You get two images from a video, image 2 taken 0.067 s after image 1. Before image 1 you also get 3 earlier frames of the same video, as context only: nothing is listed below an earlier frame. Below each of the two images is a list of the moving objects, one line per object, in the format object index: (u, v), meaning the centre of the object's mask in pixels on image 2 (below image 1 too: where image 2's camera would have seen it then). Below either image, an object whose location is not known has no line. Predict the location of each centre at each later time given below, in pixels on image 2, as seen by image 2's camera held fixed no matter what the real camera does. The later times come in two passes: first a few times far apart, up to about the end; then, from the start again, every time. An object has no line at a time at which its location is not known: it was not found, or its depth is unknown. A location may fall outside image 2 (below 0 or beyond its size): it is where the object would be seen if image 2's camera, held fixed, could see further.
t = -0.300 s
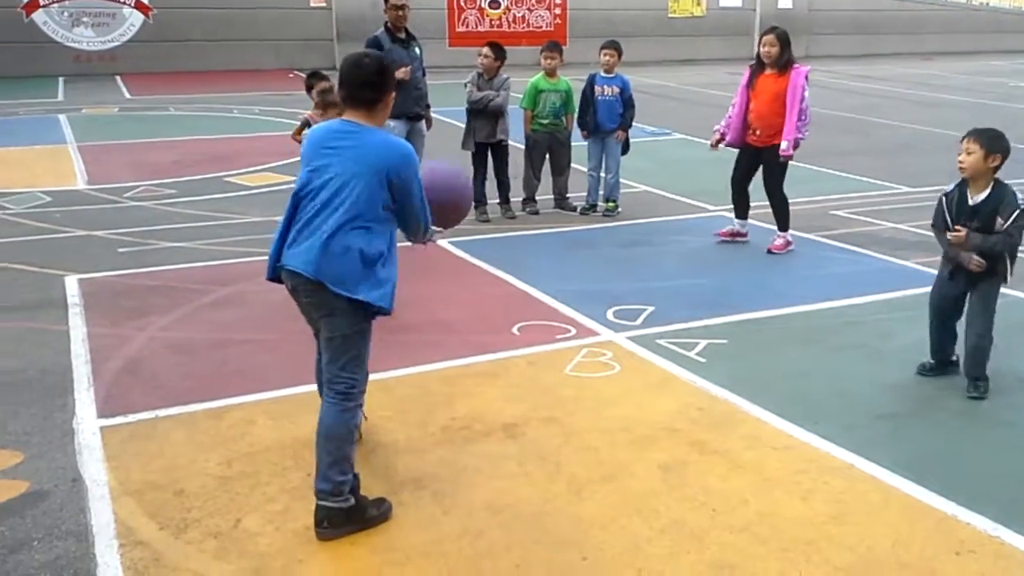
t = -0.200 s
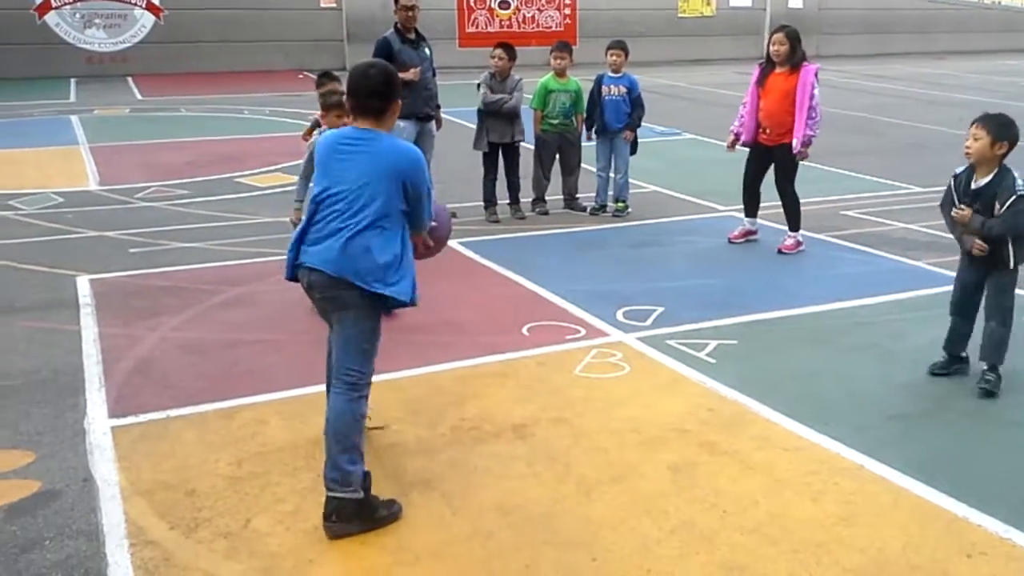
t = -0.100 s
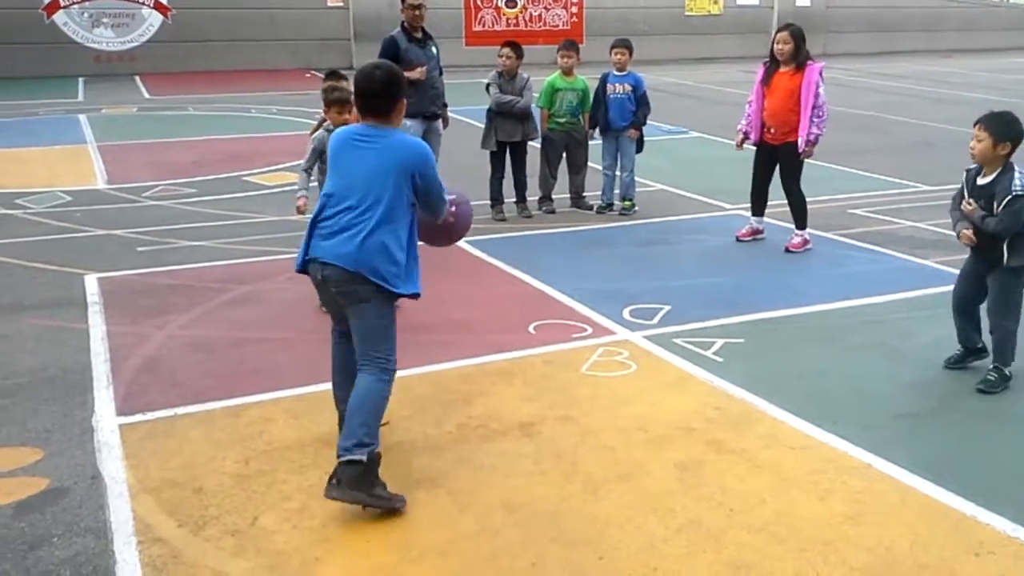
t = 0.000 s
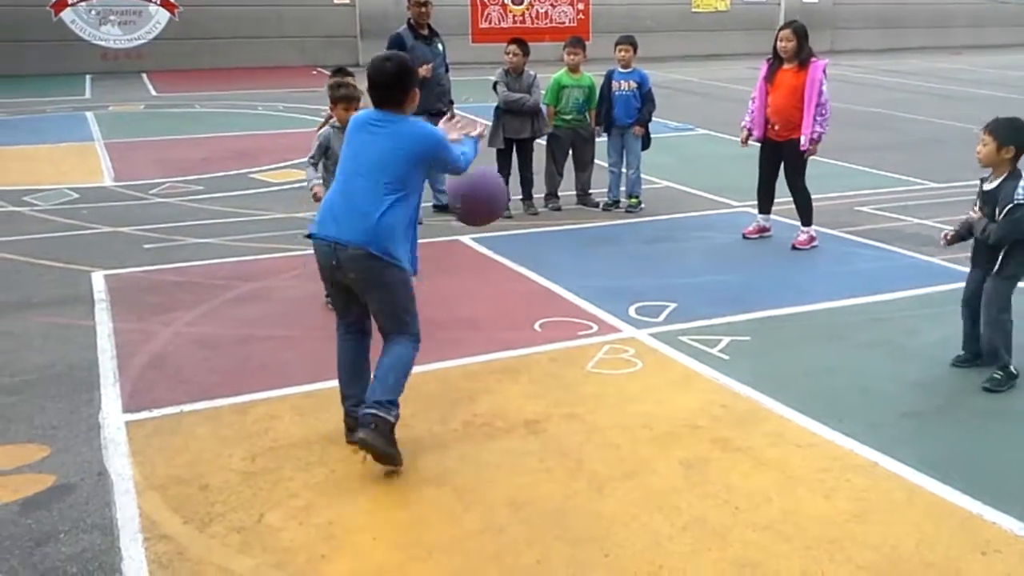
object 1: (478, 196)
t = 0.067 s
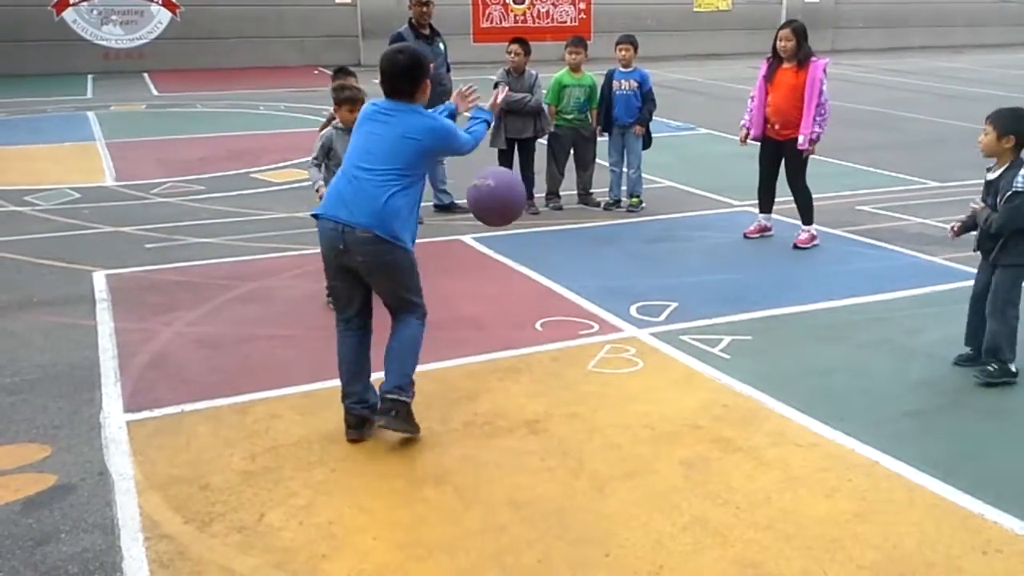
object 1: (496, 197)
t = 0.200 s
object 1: (530, 226)
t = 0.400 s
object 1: (570, 261)
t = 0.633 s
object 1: (601, 184)
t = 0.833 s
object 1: (626, 185)
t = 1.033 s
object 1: (644, 226)
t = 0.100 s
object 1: (505, 201)
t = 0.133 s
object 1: (513, 207)
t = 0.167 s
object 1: (522, 216)
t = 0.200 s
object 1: (530, 226)
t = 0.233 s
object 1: (538, 237)
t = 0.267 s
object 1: (545, 250)
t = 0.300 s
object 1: (553, 265)
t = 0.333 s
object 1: (560, 282)
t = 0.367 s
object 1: (565, 282)
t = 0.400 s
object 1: (570, 261)
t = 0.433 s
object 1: (575, 243)
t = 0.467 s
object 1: (580, 228)
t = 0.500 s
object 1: (585, 215)
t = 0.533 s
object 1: (589, 203)
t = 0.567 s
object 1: (593, 194)
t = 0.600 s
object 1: (597, 187)
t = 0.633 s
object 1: (601, 184)
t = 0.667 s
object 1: (606, 177)
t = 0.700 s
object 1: (609, 175)
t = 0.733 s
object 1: (614, 175)
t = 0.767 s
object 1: (618, 177)
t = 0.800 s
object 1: (622, 180)
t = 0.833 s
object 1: (626, 185)
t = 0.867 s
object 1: (629, 192)
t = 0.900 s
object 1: (633, 201)
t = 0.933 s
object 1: (636, 211)
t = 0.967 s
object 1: (638, 223)
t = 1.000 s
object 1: (642, 235)
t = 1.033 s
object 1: (644, 226)
